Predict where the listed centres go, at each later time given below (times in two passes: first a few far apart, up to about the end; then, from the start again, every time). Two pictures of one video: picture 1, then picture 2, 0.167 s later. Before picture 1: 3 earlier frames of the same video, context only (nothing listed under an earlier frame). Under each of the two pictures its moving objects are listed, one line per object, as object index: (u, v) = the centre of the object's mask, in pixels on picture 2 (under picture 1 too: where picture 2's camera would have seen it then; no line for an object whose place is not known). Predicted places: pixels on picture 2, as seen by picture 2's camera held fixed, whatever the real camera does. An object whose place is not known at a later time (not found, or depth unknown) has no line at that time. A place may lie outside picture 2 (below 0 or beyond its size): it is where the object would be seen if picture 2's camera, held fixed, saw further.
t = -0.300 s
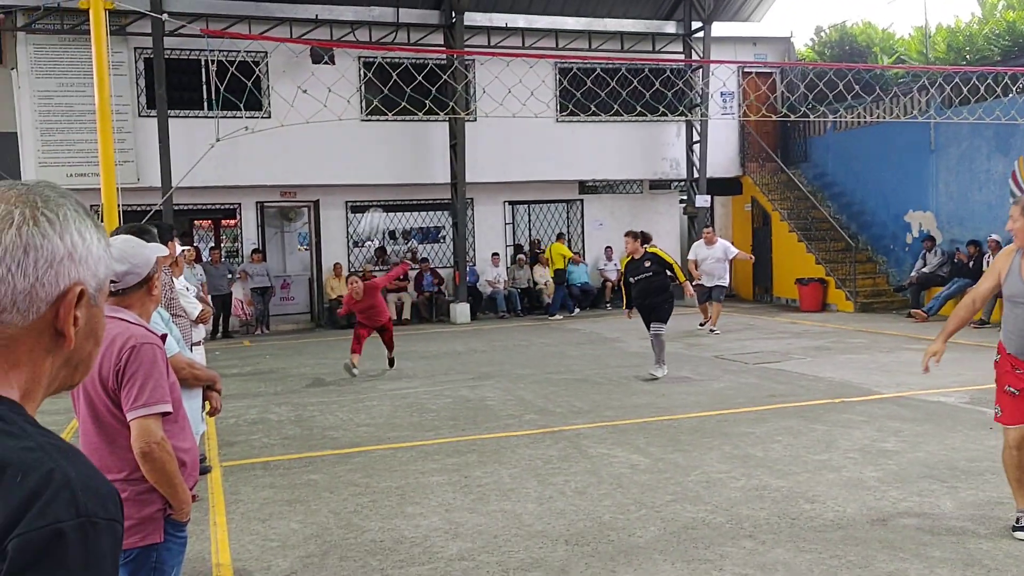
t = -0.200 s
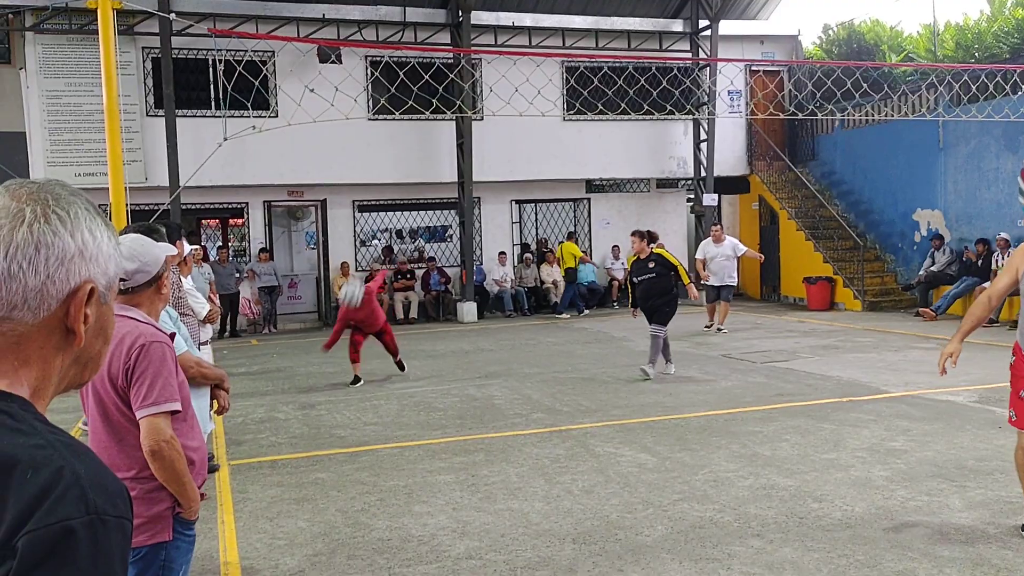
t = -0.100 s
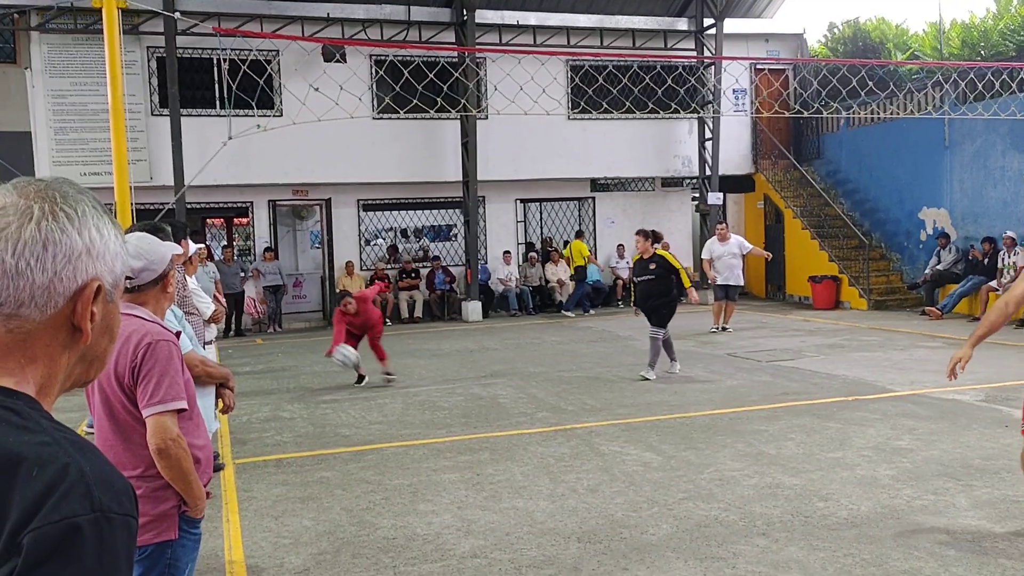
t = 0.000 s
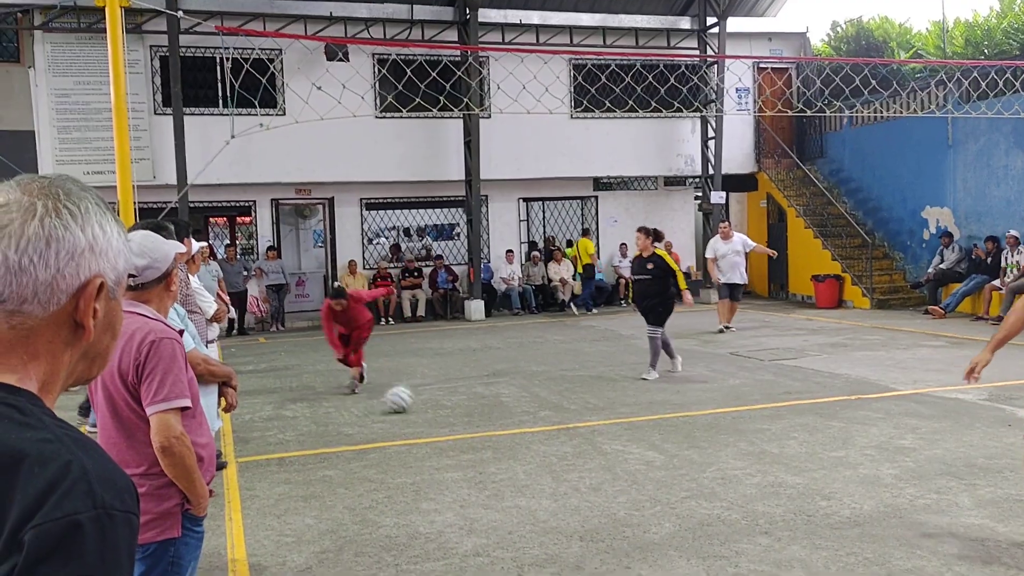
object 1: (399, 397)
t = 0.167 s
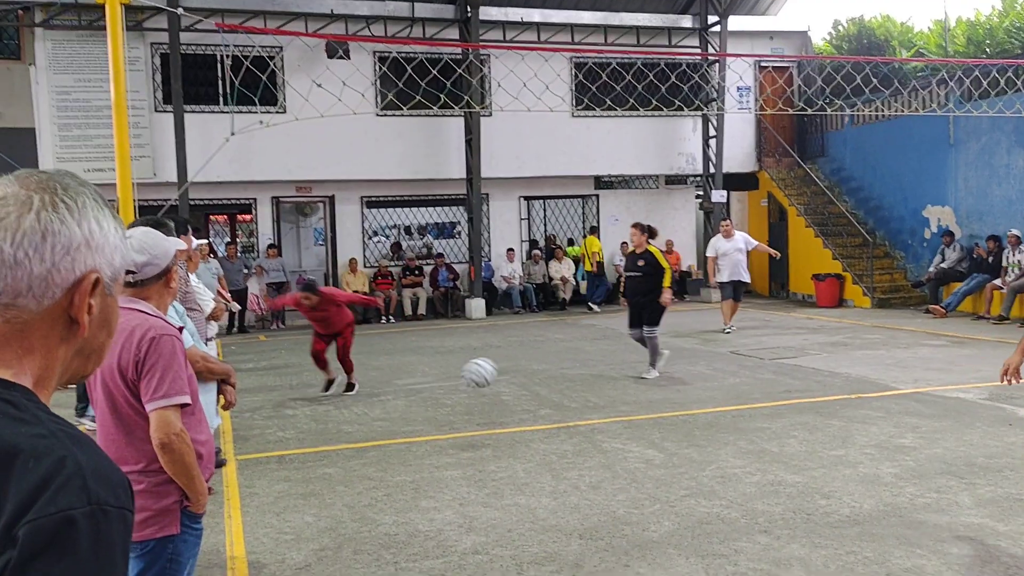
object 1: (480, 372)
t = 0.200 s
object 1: (499, 372)
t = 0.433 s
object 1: (683, 426)
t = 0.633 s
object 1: (956, 523)
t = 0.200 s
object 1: (499, 372)
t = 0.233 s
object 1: (520, 373)
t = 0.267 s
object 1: (544, 375)
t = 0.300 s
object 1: (567, 380)
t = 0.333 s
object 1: (592, 387)
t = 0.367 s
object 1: (621, 397)
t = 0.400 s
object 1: (650, 409)
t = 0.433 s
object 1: (683, 426)
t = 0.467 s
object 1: (718, 444)
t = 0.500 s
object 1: (758, 470)
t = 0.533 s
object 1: (801, 499)
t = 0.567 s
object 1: (849, 525)
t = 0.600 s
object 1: (899, 522)
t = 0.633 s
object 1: (956, 523)
